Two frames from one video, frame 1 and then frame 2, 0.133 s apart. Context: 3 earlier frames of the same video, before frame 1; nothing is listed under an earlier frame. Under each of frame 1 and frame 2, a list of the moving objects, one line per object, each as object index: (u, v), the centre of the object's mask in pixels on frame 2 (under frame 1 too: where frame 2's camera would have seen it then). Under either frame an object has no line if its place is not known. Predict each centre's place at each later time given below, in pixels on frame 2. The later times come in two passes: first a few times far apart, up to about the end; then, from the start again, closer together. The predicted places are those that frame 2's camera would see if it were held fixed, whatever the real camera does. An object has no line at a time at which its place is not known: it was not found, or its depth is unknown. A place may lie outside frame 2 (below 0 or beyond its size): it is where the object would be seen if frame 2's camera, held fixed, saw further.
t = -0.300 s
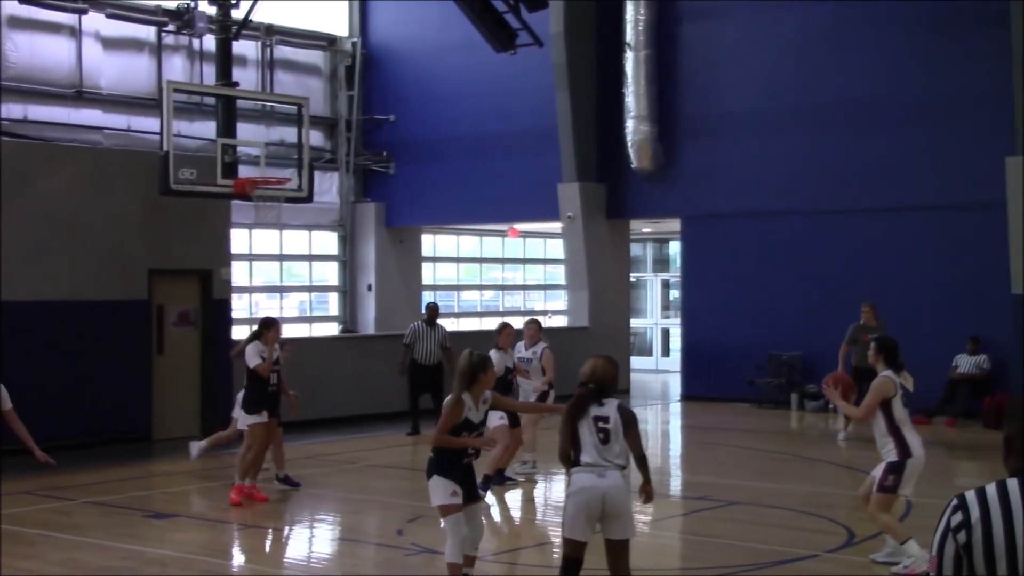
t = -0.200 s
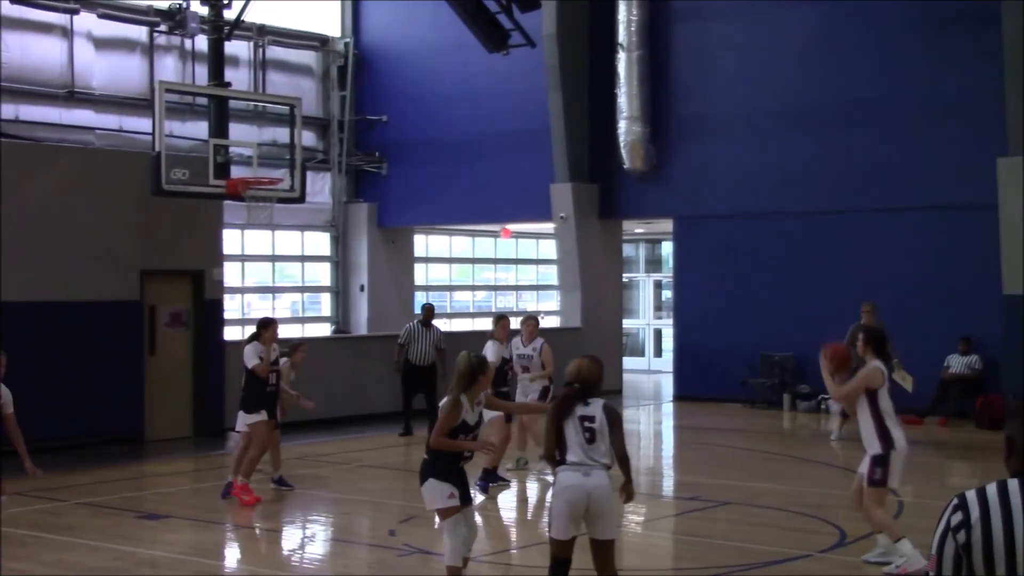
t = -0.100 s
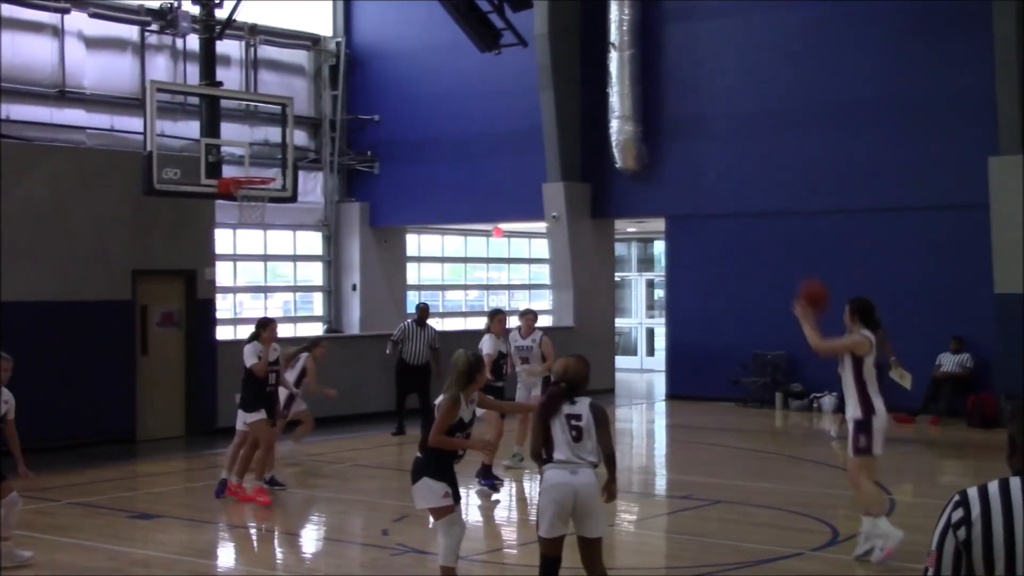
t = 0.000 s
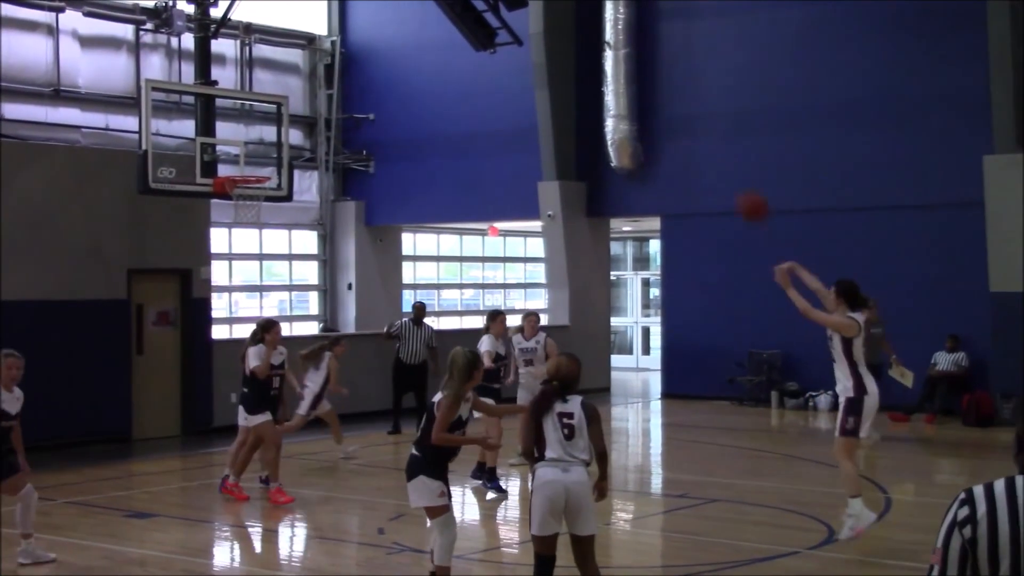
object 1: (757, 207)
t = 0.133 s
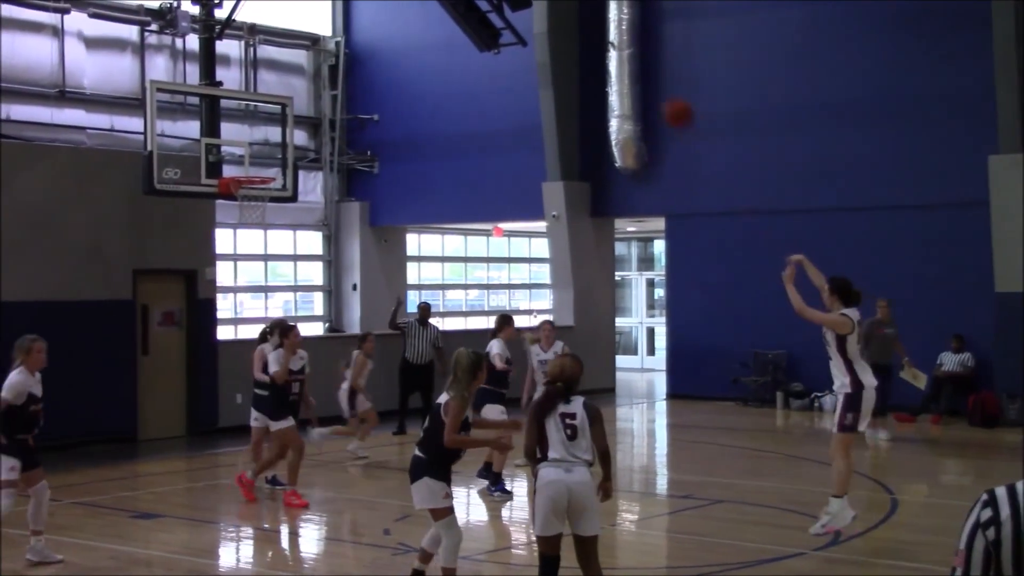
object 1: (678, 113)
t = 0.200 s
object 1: (639, 76)
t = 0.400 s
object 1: (534, 5)
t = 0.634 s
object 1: (430, -13)
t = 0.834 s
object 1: (348, 18)
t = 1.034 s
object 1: (272, 86)
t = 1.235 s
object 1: (249, 171)
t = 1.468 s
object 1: (251, 247)
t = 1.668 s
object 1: (244, 340)
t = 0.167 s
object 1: (658, 93)
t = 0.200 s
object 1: (639, 76)
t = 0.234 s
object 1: (620, 60)
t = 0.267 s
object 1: (601, 47)
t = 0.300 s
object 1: (584, 34)
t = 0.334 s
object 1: (567, 23)
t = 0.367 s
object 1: (552, 14)
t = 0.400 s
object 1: (534, 5)
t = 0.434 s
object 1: (519, -1)
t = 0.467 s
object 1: (503, -6)
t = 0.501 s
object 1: (488, -11)
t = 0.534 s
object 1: (473, -13)
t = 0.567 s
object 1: (459, -14)
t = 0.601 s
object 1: (444, -15)
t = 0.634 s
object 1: (430, -13)
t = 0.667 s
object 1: (415, -10)
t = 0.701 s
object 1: (401, -7)
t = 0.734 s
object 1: (388, -3)
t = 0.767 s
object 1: (374, 3)
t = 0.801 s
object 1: (360, 9)
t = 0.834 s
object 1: (348, 18)
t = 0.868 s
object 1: (335, 27)
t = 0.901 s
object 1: (321, 38)
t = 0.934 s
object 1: (310, 47)
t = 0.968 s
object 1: (296, 60)
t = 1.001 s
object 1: (284, 72)
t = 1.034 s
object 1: (272, 86)
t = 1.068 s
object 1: (260, 101)
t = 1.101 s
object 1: (249, 116)
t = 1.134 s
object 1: (237, 133)
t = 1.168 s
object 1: (230, 148)
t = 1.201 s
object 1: (239, 159)
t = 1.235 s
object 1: (249, 171)
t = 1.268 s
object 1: (258, 185)
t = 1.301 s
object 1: (257, 194)
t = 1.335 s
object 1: (256, 203)
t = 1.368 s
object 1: (255, 213)
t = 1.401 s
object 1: (254, 222)
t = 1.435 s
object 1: (253, 233)
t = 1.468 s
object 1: (251, 247)
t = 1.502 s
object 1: (250, 259)
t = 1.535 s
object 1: (249, 273)
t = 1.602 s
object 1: (247, 304)
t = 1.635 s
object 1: (244, 321)
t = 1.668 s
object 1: (244, 340)
